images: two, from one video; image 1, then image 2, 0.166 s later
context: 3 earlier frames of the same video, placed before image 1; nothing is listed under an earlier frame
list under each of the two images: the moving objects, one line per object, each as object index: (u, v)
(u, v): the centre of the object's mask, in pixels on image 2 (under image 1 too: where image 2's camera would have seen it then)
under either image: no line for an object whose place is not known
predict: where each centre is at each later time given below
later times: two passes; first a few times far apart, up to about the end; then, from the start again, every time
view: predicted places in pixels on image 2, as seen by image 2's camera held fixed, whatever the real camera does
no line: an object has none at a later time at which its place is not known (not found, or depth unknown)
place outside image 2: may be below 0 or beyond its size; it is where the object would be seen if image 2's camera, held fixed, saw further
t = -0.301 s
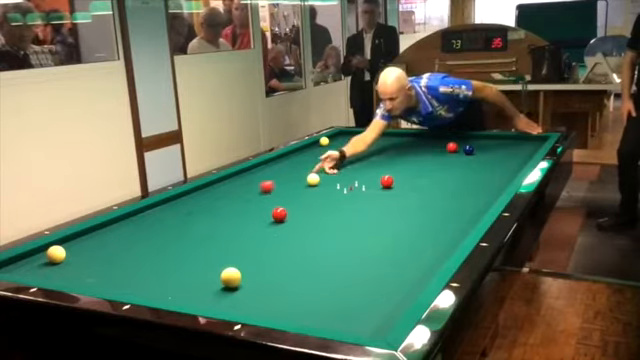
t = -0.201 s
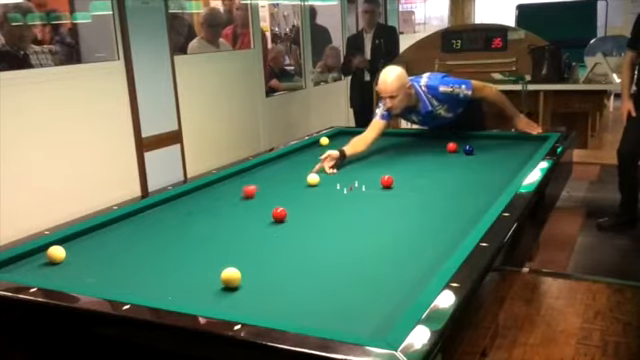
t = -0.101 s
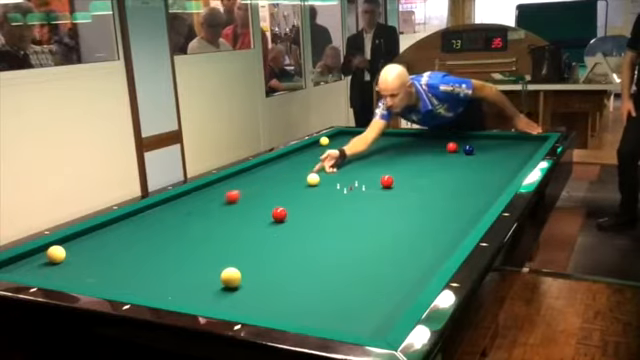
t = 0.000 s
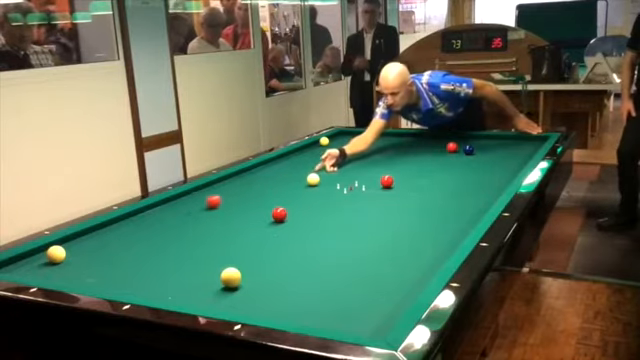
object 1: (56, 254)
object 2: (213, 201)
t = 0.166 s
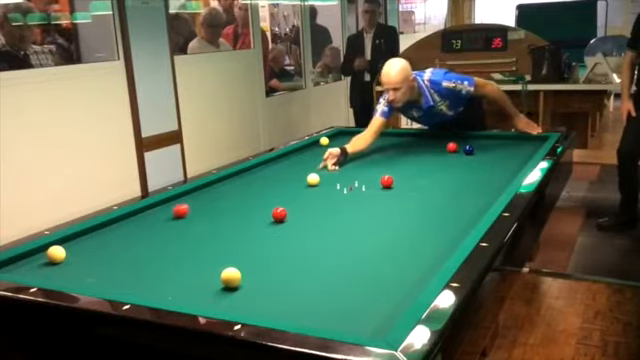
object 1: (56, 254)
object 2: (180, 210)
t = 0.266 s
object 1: (56, 254)
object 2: (160, 217)
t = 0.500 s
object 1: (56, 254)
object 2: (105, 231)
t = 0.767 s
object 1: (56, 254)
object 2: (36, 251)
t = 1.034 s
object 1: (56, 254)
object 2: (10, 265)
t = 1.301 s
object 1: (69, 252)
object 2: (39, 256)
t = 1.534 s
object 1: (92, 247)
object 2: (47, 251)
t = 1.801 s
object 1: (116, 243)
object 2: (55, 246)
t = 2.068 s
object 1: (138, 239)
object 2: (63, 242)
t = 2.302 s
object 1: (157, 235)
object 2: (73, 238)
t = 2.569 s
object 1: (177, 231)
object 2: (82, 236)
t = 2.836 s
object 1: (195, 228)
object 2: (92, 233)
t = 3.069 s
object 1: (210, 225)
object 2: (99, 230)
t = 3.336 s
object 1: (226, 222)
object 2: (106, 228)
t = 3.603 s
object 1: (241, 219)
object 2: (113, 226)
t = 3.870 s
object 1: (254, 217)
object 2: (119, 224)
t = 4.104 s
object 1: (264, 215)
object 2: (124, 223)
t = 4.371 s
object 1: (267, 214)
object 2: (129, 221)
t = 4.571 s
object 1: (269, 213)
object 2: (131, 221)
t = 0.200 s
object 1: (56, 254)
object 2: (173, 213)
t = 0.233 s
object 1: (56, 254)
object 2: (167, 214)
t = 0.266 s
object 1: (56, 254)
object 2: (160, 217)
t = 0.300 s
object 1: (56, 254)
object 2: (153, 218)
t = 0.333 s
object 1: (56, 254)
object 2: (145, 220)
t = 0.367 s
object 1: (56, 254)
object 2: (137, 222)
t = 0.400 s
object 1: (56, 254)
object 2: (129, 225)
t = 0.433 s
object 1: (56, 254)
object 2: (121, 227)
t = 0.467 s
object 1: (56, 254)
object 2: (114, 229)
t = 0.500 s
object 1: (56, 254)
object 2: (105, 231)
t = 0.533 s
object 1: (56, 254)
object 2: (97, 233)
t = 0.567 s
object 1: (56, 254)
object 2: (89, 236)
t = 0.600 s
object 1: (56, 254)
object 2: (80, 238)
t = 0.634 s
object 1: (56, 254)
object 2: (72, 241)
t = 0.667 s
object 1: (56, 254)
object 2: (64, 242)
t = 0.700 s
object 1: (56, 254)
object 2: (55, 242)
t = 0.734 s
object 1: (56, 254)
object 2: (43, 247)
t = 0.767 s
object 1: (56, 254)
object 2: (36, 251)
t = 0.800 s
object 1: (56, 254)
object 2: (30, 254)
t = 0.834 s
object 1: (56, 254)
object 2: (25, 257)
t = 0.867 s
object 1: (56, 254)
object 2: (18, 260)
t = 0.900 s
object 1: (56, 254)
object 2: (12, 263)
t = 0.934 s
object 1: (56, 254)
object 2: (7, 265)
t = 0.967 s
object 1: (56, 254)
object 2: (4, 267)
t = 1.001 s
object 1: (56, 254)
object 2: (6, 266)
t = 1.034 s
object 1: (56, 254)
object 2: (10, 265)
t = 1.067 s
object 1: (56, 254)
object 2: (16, 264)
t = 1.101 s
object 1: (56, 254)
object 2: (22, 262)
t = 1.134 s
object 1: (56, 254)
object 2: (27, 260)
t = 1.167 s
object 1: (56, 254)
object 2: (33, 259)
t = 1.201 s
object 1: (57, 254)
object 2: (36, 257)
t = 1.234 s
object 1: (62, 253)
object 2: (37, 257)
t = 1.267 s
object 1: (65, 252)
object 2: (37, 257)
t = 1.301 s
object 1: (69, 252)
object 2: (39, 256)
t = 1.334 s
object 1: (72, 251)
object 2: (40, 255)
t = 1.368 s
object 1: (76, 250)
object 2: (41, 254)
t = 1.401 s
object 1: (79, 250)
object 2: (42, 254)
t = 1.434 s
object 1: (82, 249)
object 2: (43, 253)
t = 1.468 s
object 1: (86, 249)
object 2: (45, 252)
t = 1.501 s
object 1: (89, 248)
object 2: (46, 252)
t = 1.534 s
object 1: (92, 247)
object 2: (47, 251)
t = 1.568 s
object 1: (95, 247)
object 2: (48, 251)
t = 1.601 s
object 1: (98, 246)
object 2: (49, 250)
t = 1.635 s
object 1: (101, 246)
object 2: (50, 249)
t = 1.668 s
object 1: (104, 245)
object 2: (51, 248)
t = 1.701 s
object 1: (107, 245)
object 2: (52, 248)
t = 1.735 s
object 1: (110, 244)
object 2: (53, 247)
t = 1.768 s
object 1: (113, 243)
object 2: (54, 246)
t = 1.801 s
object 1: (116, 243)
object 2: (55, 246)
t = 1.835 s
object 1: (119, 242)
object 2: (56, 245)
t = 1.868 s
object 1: (121, 242)
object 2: (57, 244)
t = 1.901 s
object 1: (124, 241)
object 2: (58, 244)
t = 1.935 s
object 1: (127, 241)
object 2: (59, 243)
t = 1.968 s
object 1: (130, 240)
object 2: (60, 243)
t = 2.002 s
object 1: (133, 240)
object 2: (61, 242)
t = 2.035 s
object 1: (135, 239)
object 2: (62, 242)
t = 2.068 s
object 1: (138, 239)
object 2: (63, 242)
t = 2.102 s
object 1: (141, 238)
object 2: (64, 241)
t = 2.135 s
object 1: (144, 237)
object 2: (65, 241)
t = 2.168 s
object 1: (146, 237)
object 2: (67, 240)
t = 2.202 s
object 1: (149, 236)
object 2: (68, 240)
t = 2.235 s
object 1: (152, 236)
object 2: (70, 239)
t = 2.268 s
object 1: (154, 236)
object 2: (71, 239)
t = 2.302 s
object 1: (157, 235)
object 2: (73, 238)
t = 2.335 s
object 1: (159, 235)
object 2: (74, 238)
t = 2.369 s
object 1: (162, 234)
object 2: (75, 238)
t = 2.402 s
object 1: (165, 234)
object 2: (76, 237)
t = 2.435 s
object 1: (167, 233)
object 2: (77, 237)
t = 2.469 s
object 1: (169, 233)
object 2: (79, 236)
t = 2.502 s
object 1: (172, 232)
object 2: (80, 236)
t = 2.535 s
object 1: (174, 232)
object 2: (81, 236)
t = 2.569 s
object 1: (177, 231)
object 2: (82, 236)
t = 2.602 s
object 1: (179, 231)
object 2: (83, 235)
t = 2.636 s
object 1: (181, 230)
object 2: (85, 234)
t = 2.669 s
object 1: (183, 230)
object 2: (85, 234)
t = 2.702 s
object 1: (186, 229)
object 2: (87, 234)
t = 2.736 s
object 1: (188, 229)
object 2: (87, 234)
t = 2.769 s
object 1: (190, 229)
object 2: (89, 233)
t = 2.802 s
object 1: (193, 228)
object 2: (90, 233)
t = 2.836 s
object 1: (195, 228)
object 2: (92, 233)
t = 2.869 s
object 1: (197, 227)
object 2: (93, 232)
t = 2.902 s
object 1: (199, 227)
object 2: (94, 232)
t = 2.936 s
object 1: (201, 227)
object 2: (95, 231)
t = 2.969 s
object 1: (203, 226)
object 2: (95, 231)
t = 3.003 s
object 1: (206, 226)
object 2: (96, 231)
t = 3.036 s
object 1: (208, 225)
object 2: (98, 231)
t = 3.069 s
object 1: (210, 225)
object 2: (99, 230)
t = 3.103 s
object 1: (212, 225)
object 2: (100, 230)
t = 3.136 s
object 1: (214, 224)
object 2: (101, 230)
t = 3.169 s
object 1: (216, 224)
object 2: (102, 230)
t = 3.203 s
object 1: (218, 224)
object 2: (103, 229)
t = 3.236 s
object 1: (220, 223)
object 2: (104, 229)
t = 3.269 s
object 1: (222, 223)
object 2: (105, 229)
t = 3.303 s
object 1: (224, 223)
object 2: (105, 228)
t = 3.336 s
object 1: (226, 222)
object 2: (106, 228)
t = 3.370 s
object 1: (228, 222)
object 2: (107, 228)
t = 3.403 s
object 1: (230, 222)
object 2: (108, 227)
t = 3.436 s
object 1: (231, 221)
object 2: (109, 227)
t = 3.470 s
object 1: (233, 221)
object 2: (110, 227)
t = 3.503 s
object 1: (235, 220)
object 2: (110, 227)
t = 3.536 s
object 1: (237, 220)
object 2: (112, 226)
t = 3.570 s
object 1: (239, 220)
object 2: (112, 227)
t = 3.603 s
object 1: (241, 219)
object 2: (113, 226)
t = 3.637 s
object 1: (242, 219)
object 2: (114, 226)
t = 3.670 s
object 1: (244, 219)
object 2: (115, 226)
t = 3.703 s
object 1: (246, 218)
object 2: (115, 225)
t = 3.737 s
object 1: (247, 218)
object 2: (117, 225)
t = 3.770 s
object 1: (249, 218)
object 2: (117, 225)
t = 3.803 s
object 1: (251, 217)
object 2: (118, 225)
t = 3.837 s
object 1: (253, 217)
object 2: (118, 224)
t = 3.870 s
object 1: (254, 217)
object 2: (119, 224)
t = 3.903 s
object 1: (256, 217)
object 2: (119, 224)
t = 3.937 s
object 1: (258, 216)
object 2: (120, 224)
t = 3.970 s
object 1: (259, 216)
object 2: (121, 224)
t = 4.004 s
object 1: (261, 216)
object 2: (122, 224)
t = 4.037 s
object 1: (263, 215)
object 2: (122, 223)
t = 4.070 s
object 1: (263, 215)
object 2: (123, 223)
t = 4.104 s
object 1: (264, 215)
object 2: (124, 223)
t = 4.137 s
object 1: (264, 215)
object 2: (124, 223)
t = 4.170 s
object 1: (265, 214)
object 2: (125, 223)
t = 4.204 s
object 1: (265, 214)
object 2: (126, 222)
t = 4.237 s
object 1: (265, 214)
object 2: (127, 222)
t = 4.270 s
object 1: (266, 214)
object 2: (127, 222)
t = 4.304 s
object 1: (266, 214)
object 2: (127, 222)
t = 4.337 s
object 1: (266, 214)
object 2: (128, 222)
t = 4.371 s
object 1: (267, 214)
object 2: (129, 221)
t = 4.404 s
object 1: (267, 214)
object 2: (130, 221)
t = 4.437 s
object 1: (268, 213)
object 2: (130, 221)
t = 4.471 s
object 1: (268, 213)
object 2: (130, 221)
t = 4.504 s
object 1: (268, 213)
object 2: (130, 221)
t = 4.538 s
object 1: (269, 213)
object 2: (131, 221)
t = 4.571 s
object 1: (269, 213)
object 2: (131, 221)
